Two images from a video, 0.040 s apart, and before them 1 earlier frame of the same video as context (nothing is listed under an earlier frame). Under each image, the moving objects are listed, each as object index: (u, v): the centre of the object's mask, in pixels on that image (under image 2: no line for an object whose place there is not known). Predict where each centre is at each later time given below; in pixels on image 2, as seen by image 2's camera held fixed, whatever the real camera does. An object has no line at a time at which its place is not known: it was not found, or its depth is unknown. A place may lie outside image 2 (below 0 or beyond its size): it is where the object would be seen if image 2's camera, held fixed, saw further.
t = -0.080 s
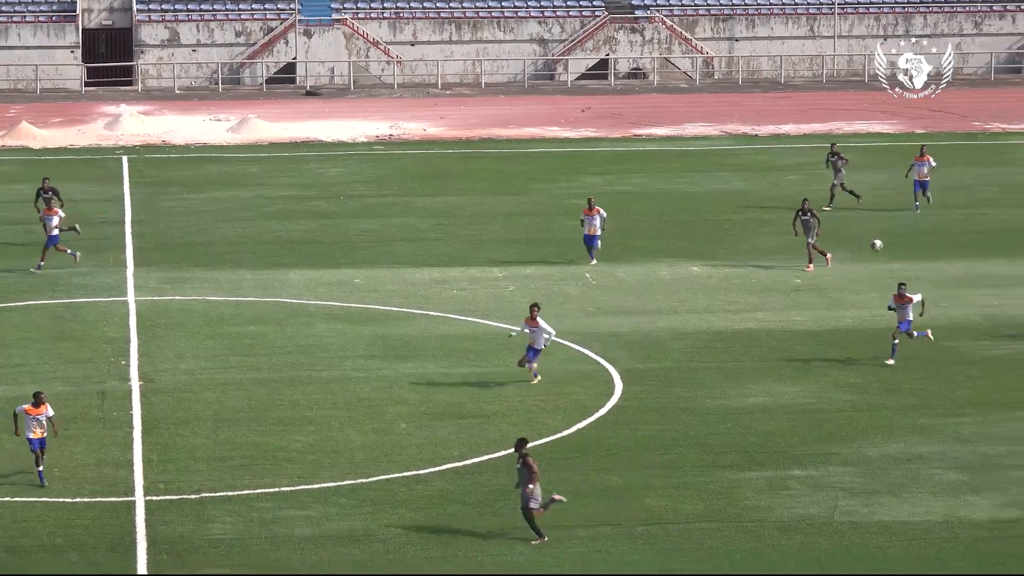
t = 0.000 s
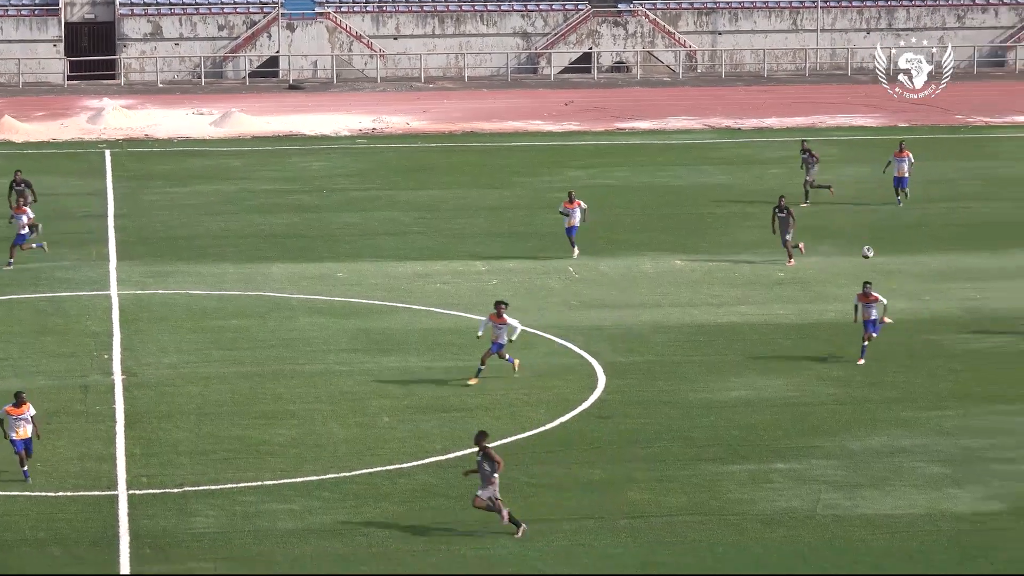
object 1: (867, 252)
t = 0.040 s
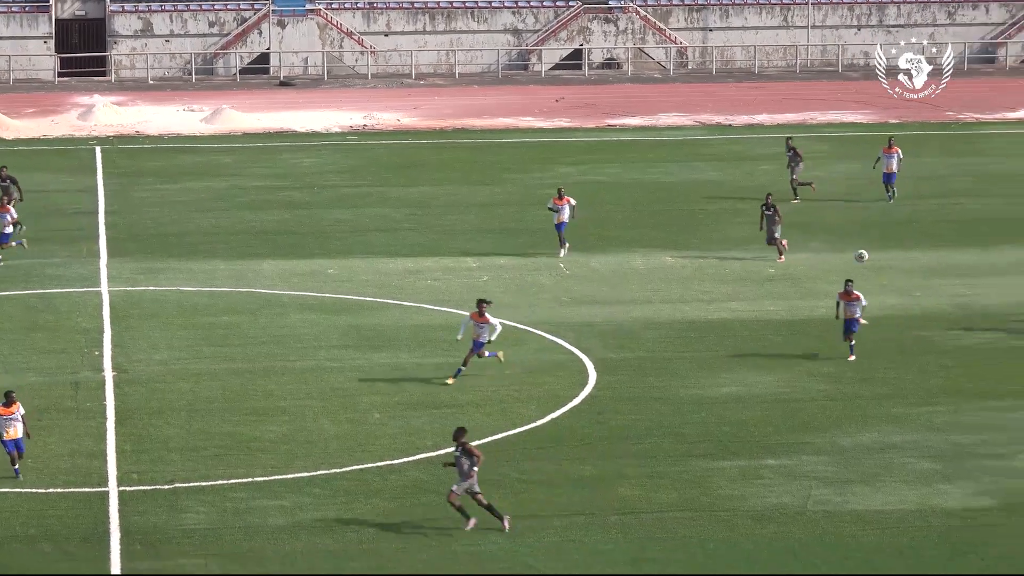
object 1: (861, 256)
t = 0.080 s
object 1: (863, 263)
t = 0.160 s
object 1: (868, 286)
